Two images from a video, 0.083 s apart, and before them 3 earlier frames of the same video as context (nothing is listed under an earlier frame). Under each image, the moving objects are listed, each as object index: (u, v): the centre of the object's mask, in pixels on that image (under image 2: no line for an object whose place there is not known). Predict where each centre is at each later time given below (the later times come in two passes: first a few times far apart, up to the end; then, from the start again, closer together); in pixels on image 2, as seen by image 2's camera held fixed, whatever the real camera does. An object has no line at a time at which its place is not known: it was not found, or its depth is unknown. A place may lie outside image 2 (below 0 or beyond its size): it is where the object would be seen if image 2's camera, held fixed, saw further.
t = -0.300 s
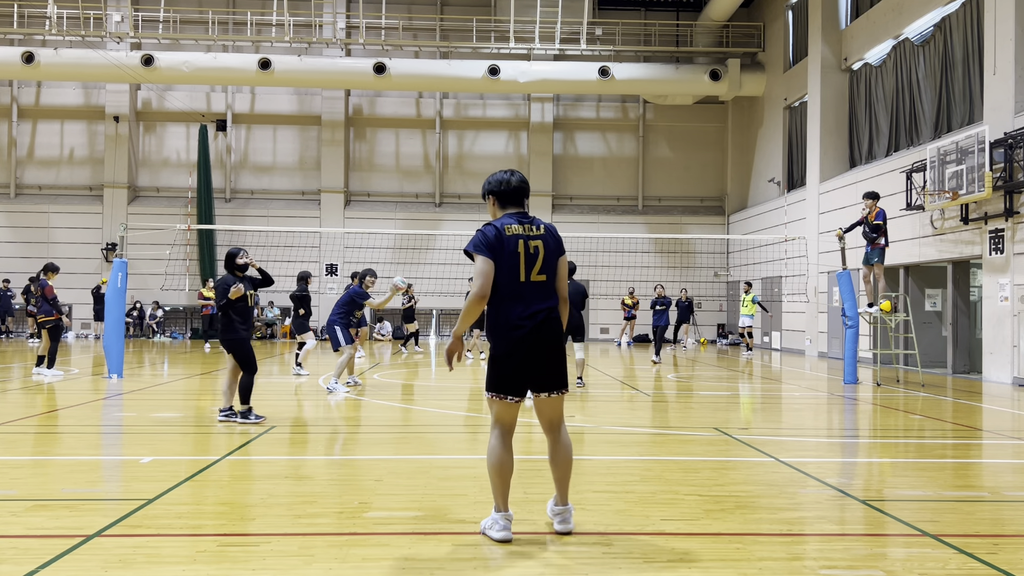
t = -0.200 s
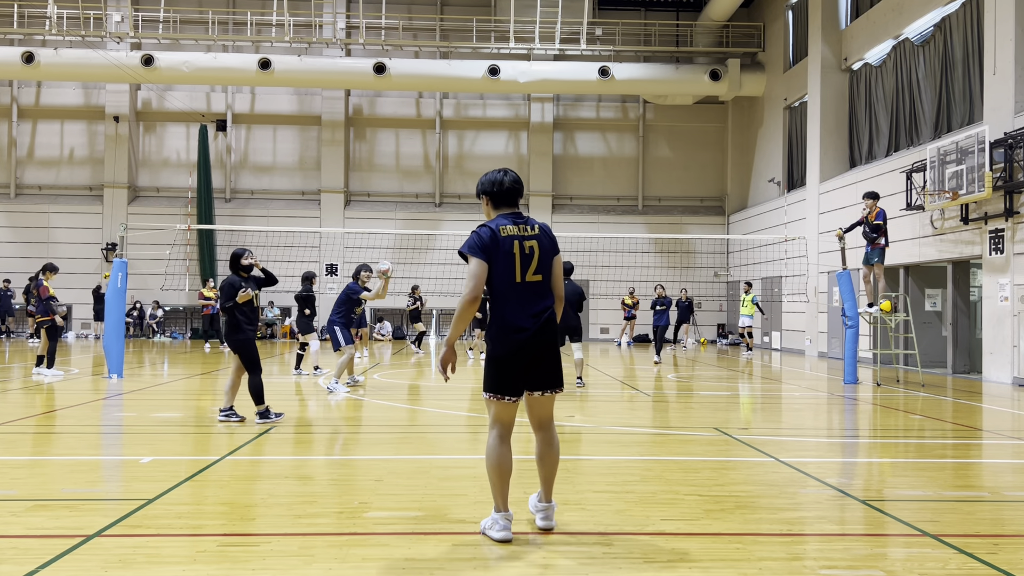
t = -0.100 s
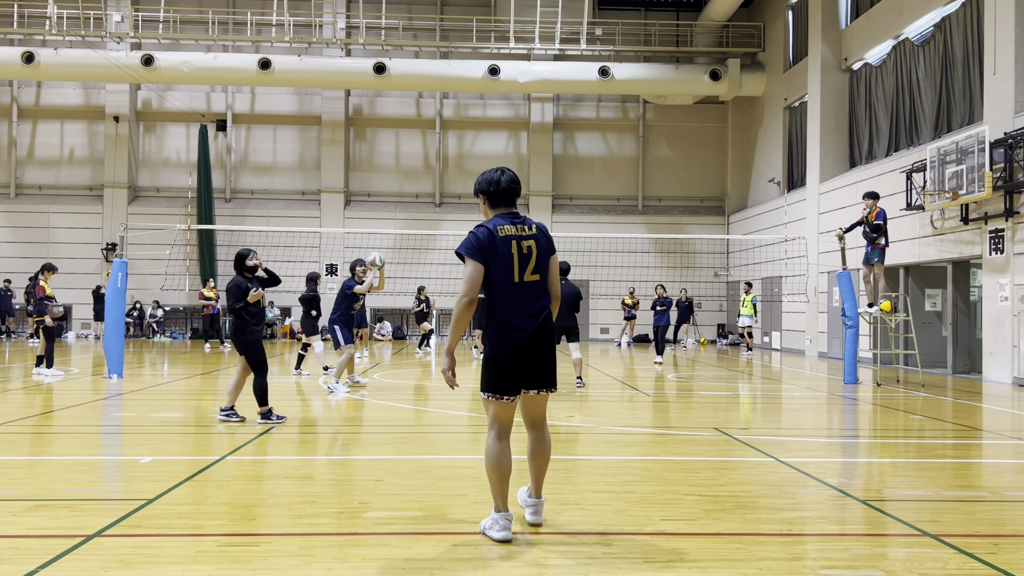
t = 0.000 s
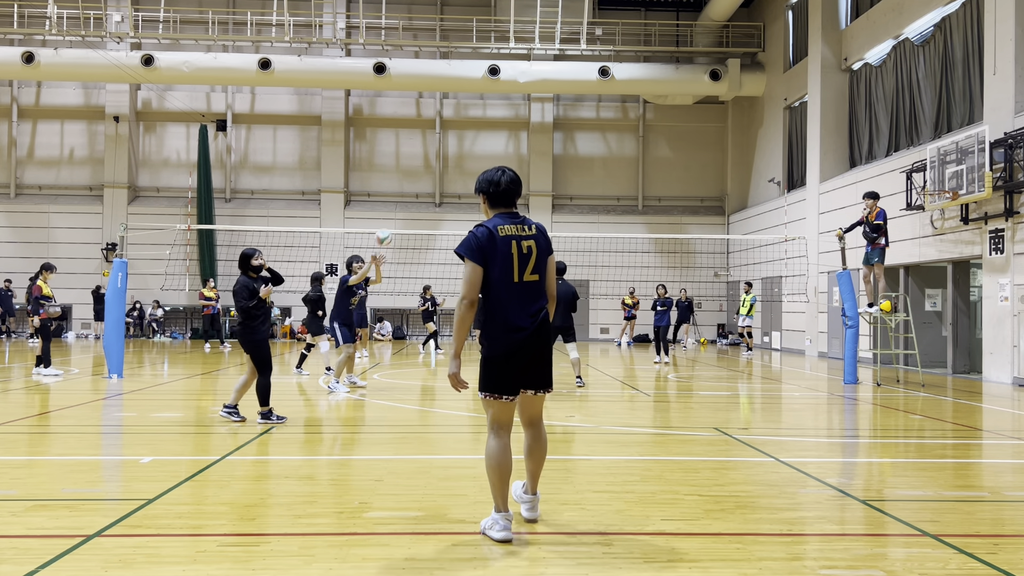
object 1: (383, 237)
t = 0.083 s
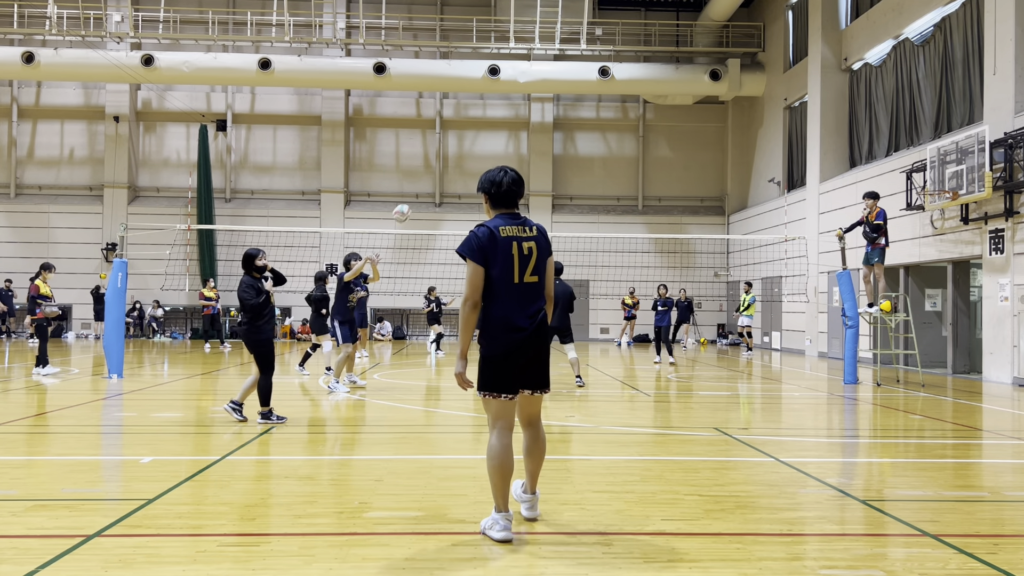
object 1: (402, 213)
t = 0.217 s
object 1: (434, 184)
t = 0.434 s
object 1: (495, 166)
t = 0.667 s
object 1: (574, 198)
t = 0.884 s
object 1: (666, 294)
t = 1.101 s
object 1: (777, 451)
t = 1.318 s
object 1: (825, 305)
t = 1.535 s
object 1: (878, 222)
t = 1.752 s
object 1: (940, 210)
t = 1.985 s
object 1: (1010, 302)
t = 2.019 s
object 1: (1016, 324)
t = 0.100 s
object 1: (405, 209)
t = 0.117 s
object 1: (410, 204)
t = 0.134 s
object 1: (414, 201)
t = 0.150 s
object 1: (417, 198)
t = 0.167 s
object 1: (422, 193)
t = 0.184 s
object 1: (426, 191)
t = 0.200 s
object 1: (430, 187)
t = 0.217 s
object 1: (434, 184)
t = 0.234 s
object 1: (438, 182)
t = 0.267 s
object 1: (447, 177)
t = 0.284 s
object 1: (451, 175)
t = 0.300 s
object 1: (456, 172)
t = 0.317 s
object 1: (460, 171)
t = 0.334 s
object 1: (465, 169)
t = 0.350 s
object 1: (469, 168)
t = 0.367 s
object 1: (475, 167)
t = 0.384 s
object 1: (479, 167)
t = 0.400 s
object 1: (484, 166)
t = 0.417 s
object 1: (490, 166)
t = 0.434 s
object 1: (495, 166)
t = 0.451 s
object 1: (500, 166)
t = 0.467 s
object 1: (505, 167)
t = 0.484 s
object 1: (510, 167)
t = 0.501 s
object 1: (516, 169)
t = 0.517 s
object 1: (521, 169)
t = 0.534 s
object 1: (526, 170)
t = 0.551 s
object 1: (532, 172)
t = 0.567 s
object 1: (538, 173)
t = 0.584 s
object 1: (545, 176)
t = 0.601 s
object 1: (552, 180)
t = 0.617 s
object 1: (558, 185)
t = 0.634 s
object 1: (563, 190)
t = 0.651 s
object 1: (568, 194)
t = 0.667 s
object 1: (574, 198)
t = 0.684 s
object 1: (580, 202)
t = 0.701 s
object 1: (586, 207)
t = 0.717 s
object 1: (593, 213)
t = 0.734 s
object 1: (600, 218)
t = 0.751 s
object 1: (606, 225)
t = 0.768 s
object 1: (614, 232)
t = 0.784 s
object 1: (620, 239)
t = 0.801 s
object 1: (627, 247)
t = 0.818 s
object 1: (635, 256)
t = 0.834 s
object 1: (642, 265)
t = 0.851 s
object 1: (650, 274)
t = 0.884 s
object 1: (666, 294)
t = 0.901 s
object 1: (673, 305)
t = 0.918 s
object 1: (682, 317)
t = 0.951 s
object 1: (698, 339)
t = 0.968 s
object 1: (708, 354)
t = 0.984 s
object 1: (717, 368)
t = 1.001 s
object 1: (725, 382)
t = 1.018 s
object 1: (736, 398)
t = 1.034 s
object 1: (746, 414)
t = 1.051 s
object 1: (754, 430)
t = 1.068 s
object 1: (766, 450)
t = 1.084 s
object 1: (774, 463)
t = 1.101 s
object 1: (777, 451)
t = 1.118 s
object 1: (781, 436)
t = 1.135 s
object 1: (784, 422)
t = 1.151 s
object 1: (787, 411)
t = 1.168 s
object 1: (791, 399)
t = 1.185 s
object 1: (795, 386)
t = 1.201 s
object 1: (798, 377)
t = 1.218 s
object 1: (802, 364)
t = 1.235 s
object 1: (805, 353)
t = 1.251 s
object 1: (809, 344)
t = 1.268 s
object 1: (813, 333)
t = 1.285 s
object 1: (817, 324)
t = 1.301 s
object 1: (821, 316)
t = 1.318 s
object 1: (825, 305)
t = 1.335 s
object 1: (829, 296)
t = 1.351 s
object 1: (833, 288)
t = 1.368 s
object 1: (837, 280)
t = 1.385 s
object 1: (841, 272)
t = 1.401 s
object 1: (844, 266)
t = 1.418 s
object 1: (846, 258)
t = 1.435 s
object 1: (853, 252)
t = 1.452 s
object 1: (857, 246)
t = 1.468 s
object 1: (861, 240)
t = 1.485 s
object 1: (866, 234)
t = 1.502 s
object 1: (869, 230)
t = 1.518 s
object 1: (874, 226)
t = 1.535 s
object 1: (878, 222)
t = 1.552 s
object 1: (882, 219)
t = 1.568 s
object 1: (887, 215)
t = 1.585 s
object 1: (892, 212)
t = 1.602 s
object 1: (896, 210)
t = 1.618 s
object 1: (902, 207)
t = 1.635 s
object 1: (906, 206)
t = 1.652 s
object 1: (910, 205)
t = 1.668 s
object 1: (916, 205)
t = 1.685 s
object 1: (920, 205)
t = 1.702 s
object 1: (925, 205)
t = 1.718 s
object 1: (931, 206)
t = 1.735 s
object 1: (935, 207)
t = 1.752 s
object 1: (940, 210)
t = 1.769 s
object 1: (946, 213)
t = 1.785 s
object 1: (951, 215)
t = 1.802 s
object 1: (955, 219)
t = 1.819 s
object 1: (962, 223)
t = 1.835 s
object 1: (966, 228)
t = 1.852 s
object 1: (972, 234)
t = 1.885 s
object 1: (985, 249)
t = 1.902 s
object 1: (989, 255)
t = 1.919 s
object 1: (995, 264)
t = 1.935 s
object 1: (1000, 272)
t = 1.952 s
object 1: (1003, 281)
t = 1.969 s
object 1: (1008, 291)
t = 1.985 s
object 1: (1010, 302)
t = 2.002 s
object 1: (1013, 313)
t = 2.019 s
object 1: (1016, 324)
